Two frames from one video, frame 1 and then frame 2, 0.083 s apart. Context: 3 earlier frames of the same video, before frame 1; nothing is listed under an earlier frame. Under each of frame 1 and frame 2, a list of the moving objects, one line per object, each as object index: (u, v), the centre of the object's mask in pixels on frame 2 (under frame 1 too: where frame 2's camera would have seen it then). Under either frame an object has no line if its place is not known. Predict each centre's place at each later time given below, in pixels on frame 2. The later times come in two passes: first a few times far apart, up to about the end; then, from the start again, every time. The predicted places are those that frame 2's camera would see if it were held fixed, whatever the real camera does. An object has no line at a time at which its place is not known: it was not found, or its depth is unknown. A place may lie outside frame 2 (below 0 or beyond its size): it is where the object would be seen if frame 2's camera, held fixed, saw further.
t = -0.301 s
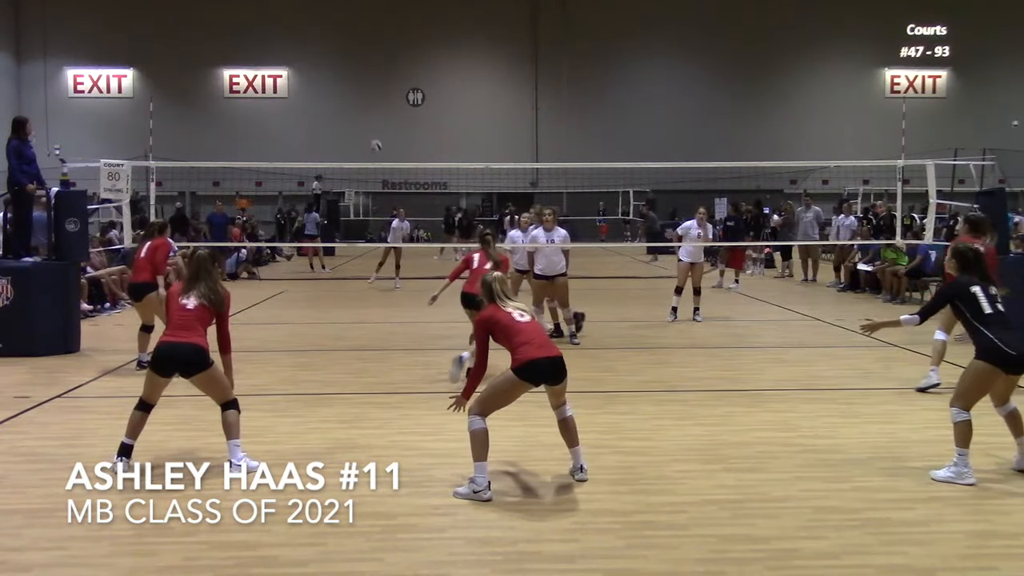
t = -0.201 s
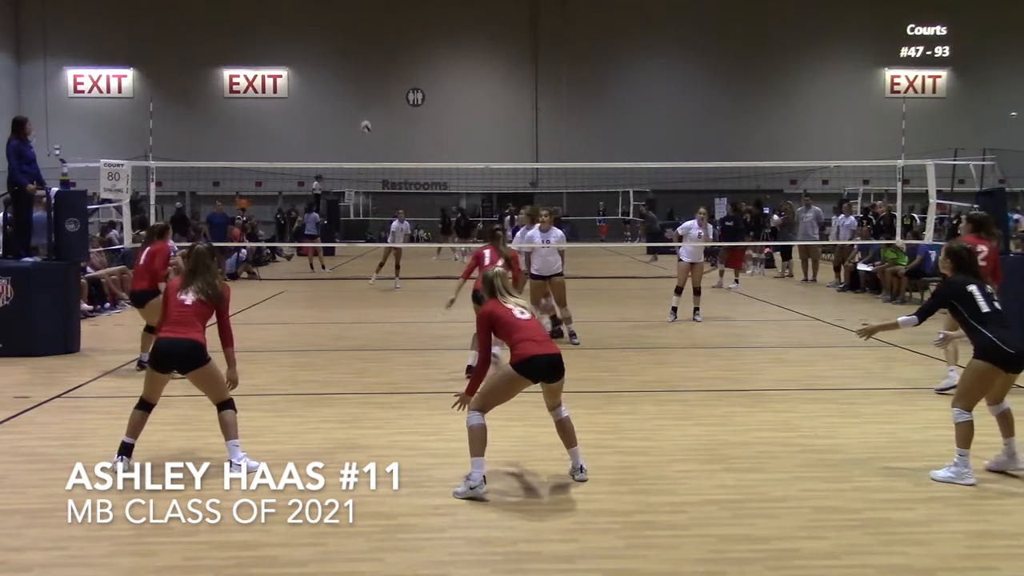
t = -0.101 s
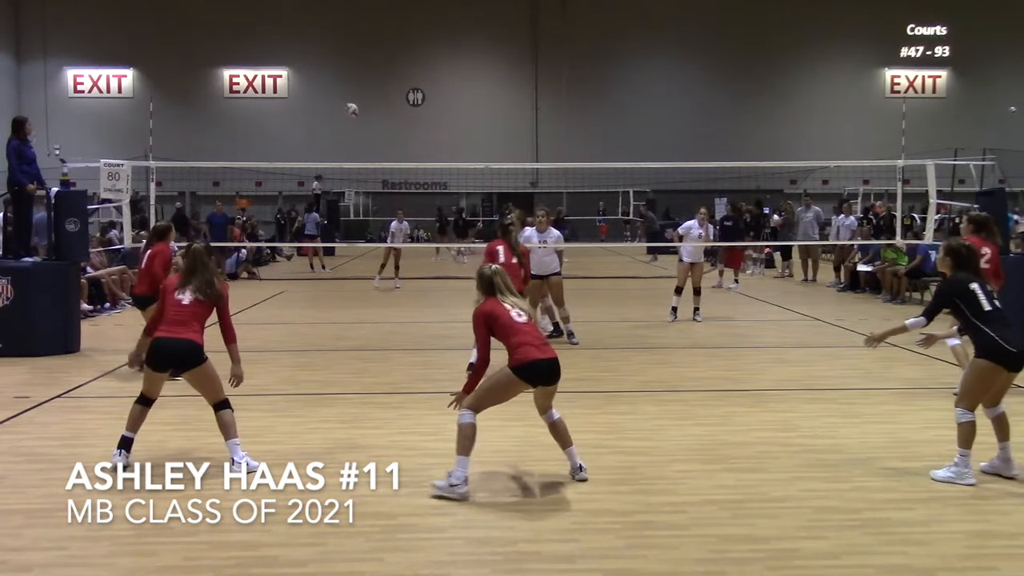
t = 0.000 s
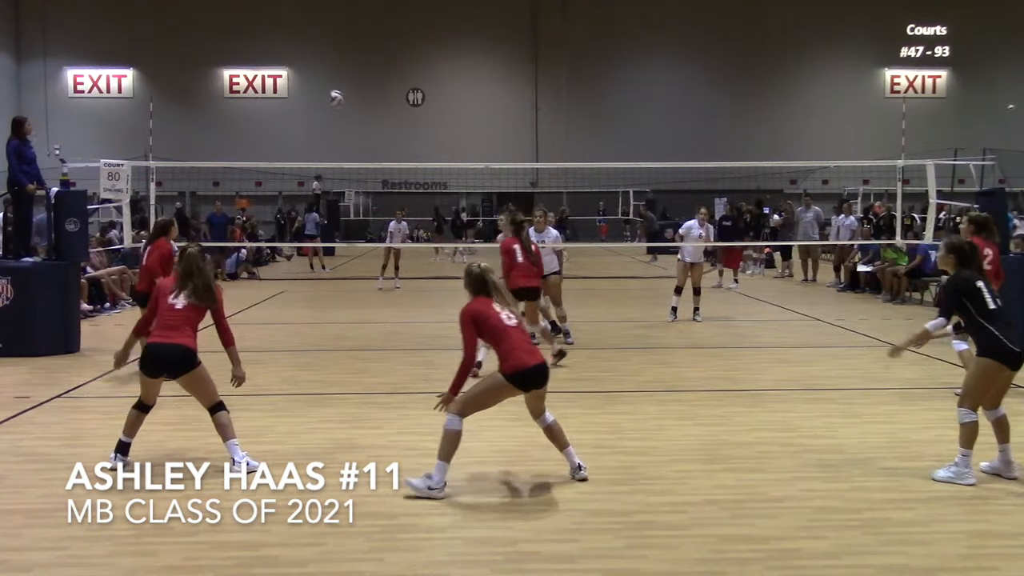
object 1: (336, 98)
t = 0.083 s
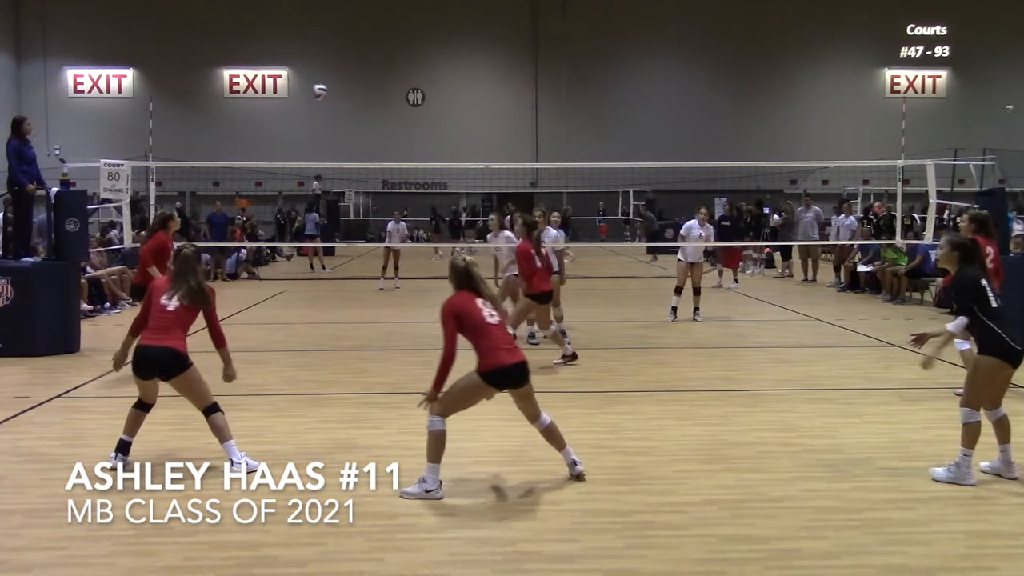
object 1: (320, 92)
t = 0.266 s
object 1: (271, 98)
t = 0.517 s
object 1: (170, 166)
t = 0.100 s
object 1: (316, 91)
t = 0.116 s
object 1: (312, 91)
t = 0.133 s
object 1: (308, 90)
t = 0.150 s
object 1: (305, 90)
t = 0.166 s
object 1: (301, 91)
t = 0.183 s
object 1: (296, 91)
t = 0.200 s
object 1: (291, 92)
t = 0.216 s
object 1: (287, 93)
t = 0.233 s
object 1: (282, 95)
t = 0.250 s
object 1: (276, 97)
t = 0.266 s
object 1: (271, 98)
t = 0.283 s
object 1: (265, 101)
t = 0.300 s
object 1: (260, 103)
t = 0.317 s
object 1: (255, 105)
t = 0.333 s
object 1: (249, 108)
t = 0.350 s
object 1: (243, 111)
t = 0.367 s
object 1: (237, 116)
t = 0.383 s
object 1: (230, 119)
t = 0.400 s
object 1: (223, 124)
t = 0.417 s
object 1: (216, 129)
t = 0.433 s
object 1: (210, 134)
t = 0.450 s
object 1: (203, 139)
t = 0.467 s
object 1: (196, 145)
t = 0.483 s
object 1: (187, 150)
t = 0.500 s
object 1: (180, 158)
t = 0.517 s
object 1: (170, 166)
